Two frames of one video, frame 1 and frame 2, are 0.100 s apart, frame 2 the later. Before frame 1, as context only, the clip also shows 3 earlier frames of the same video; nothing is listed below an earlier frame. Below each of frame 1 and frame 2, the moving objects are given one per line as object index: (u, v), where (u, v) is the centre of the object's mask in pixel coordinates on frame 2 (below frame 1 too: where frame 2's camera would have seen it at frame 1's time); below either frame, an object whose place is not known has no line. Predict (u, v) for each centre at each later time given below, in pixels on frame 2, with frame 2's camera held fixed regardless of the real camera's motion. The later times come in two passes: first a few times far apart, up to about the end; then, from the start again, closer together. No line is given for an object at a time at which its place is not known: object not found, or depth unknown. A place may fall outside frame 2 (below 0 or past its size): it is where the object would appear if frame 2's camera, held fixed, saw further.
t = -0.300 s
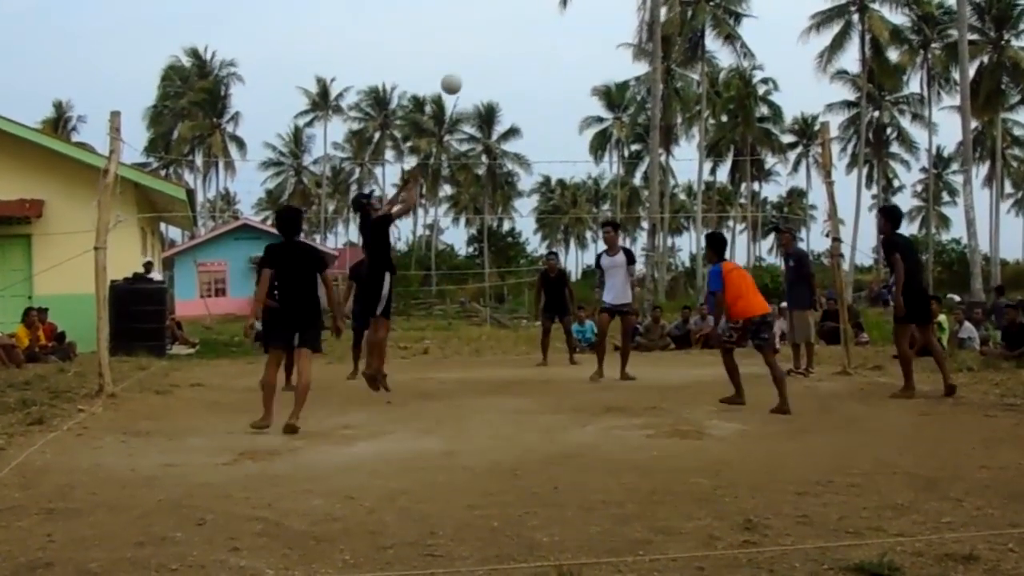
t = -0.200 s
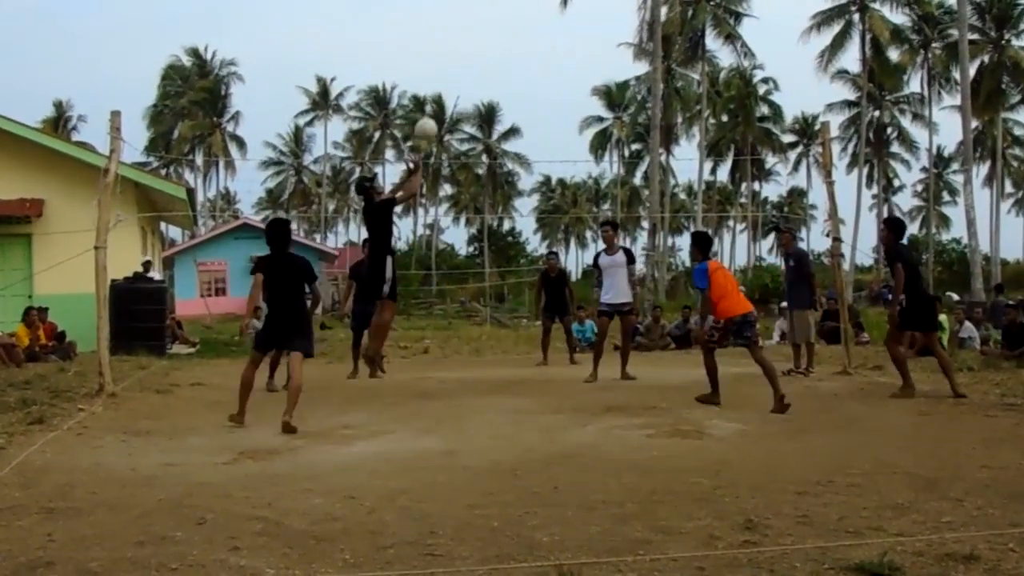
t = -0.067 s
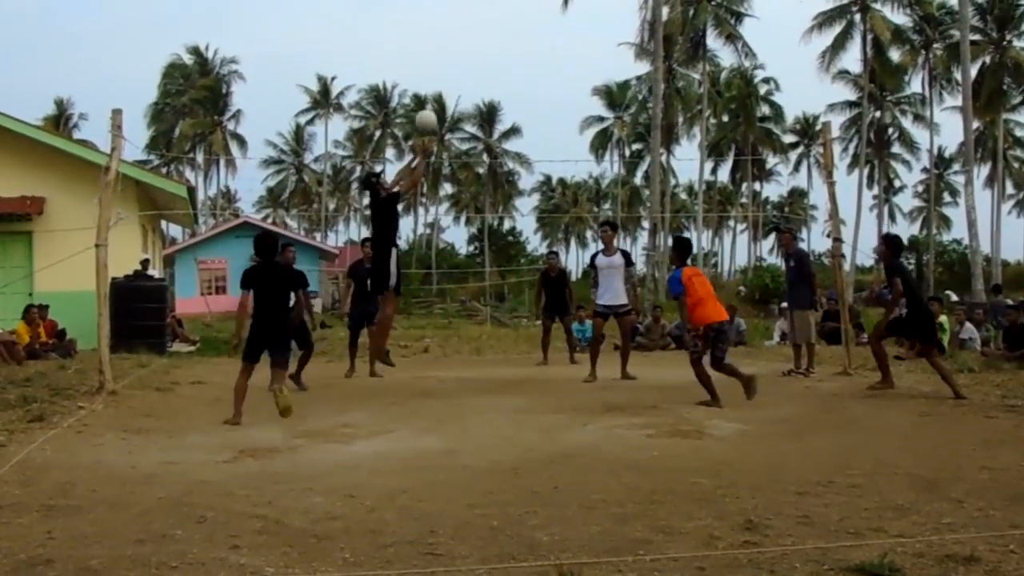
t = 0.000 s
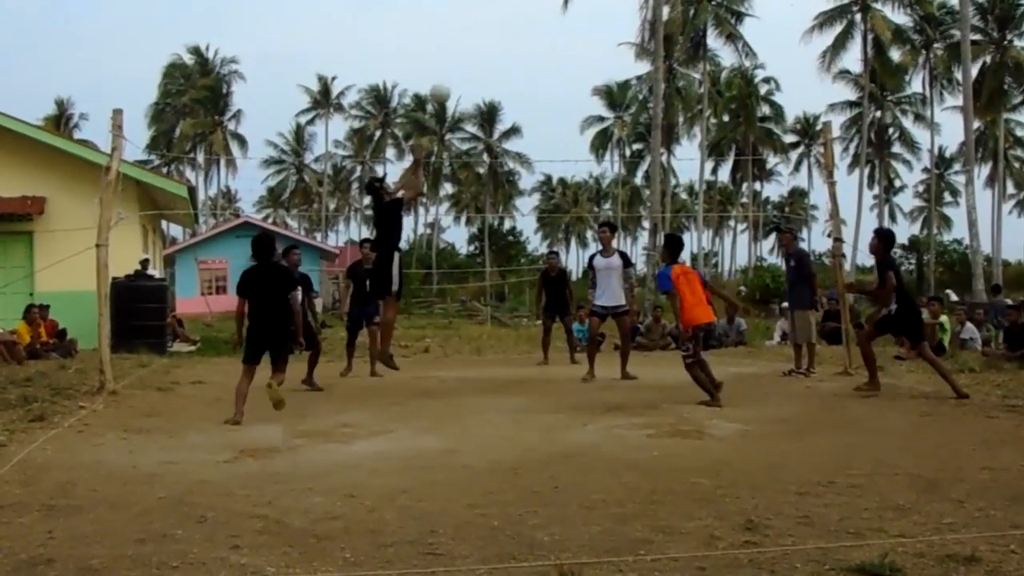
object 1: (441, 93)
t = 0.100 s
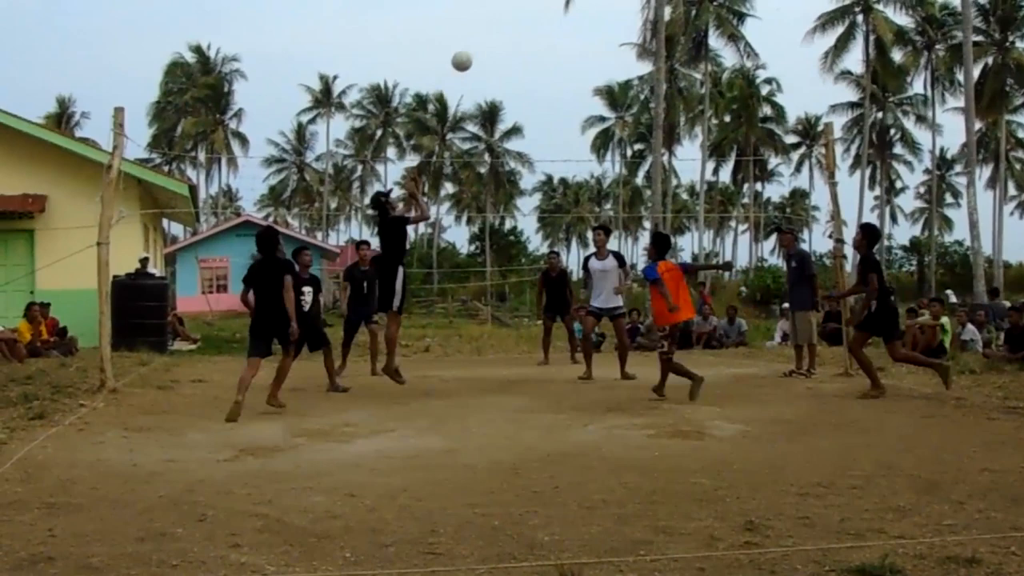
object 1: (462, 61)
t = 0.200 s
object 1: (481, 41)
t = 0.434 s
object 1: (524, 33)
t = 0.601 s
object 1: (554, 58)
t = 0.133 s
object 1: (468, 53)
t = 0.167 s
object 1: (475, 46)
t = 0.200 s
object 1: (481, 41)
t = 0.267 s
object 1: (493, 33)
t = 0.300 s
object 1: (500, 31)
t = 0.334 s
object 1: (506, 30)
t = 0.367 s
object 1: (512, 30)
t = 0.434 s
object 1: (524, 33)
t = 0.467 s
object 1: (530, 36)
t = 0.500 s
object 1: (536, 40)
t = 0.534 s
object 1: (542, 45)
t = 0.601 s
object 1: (554, 58)
